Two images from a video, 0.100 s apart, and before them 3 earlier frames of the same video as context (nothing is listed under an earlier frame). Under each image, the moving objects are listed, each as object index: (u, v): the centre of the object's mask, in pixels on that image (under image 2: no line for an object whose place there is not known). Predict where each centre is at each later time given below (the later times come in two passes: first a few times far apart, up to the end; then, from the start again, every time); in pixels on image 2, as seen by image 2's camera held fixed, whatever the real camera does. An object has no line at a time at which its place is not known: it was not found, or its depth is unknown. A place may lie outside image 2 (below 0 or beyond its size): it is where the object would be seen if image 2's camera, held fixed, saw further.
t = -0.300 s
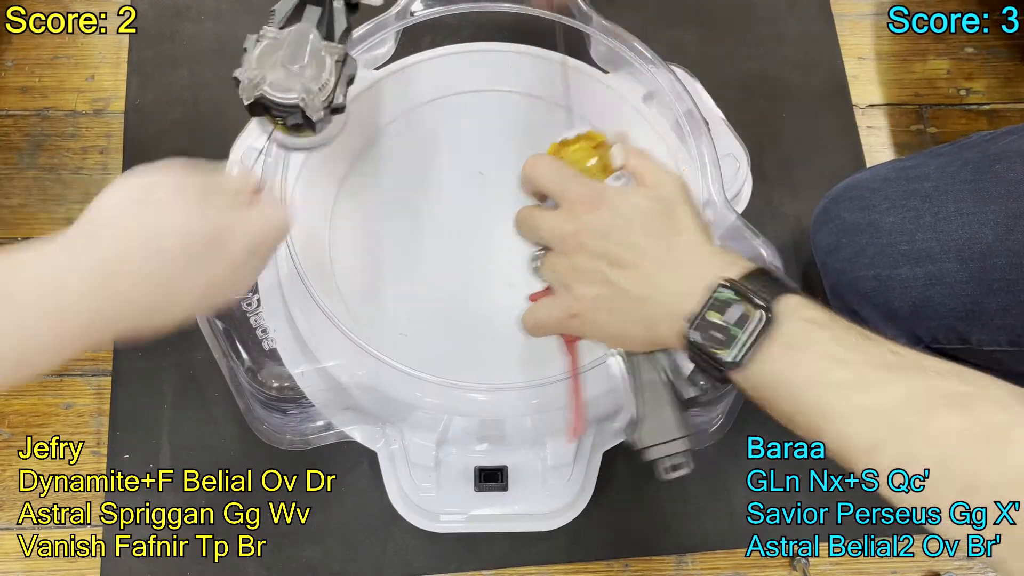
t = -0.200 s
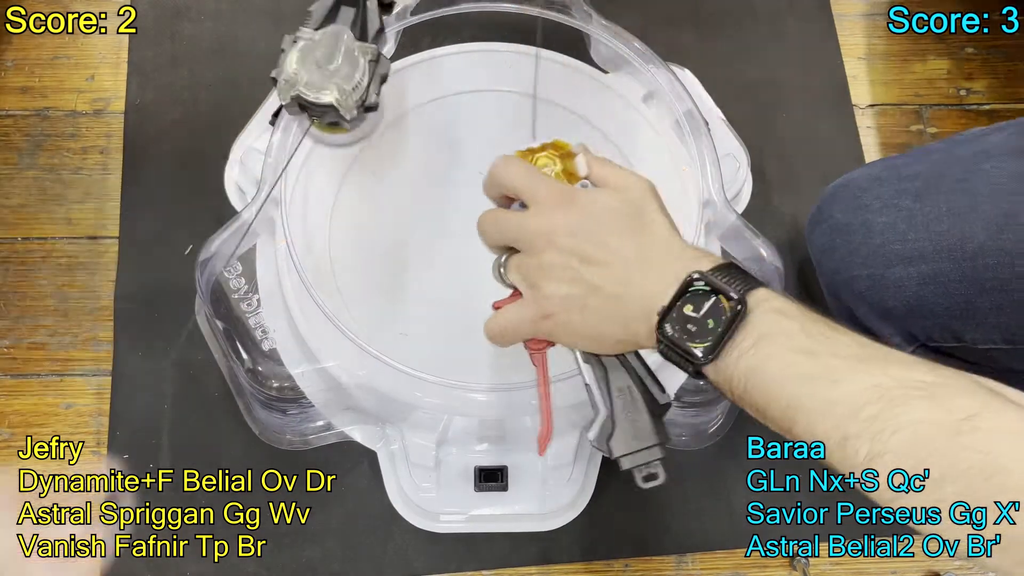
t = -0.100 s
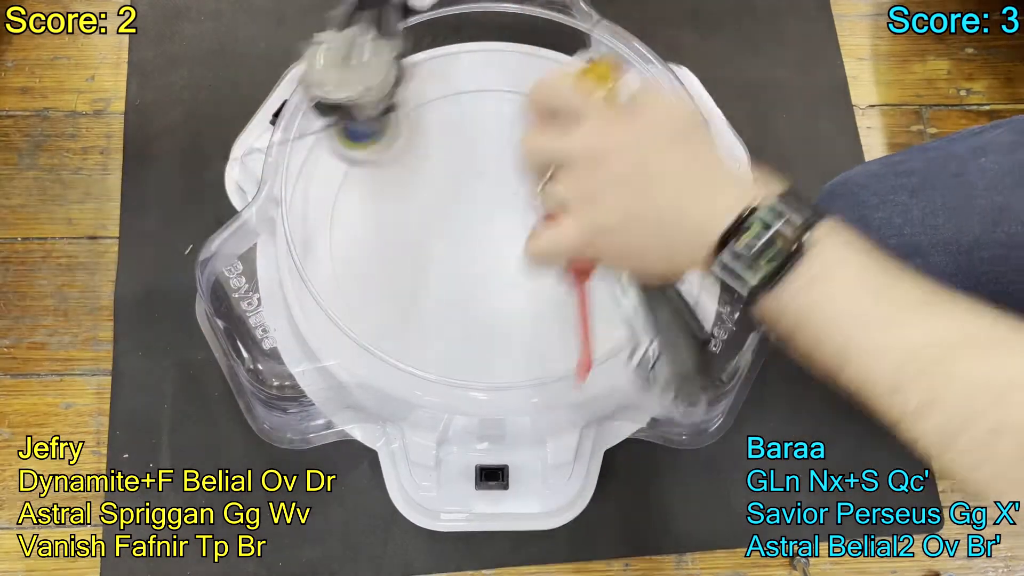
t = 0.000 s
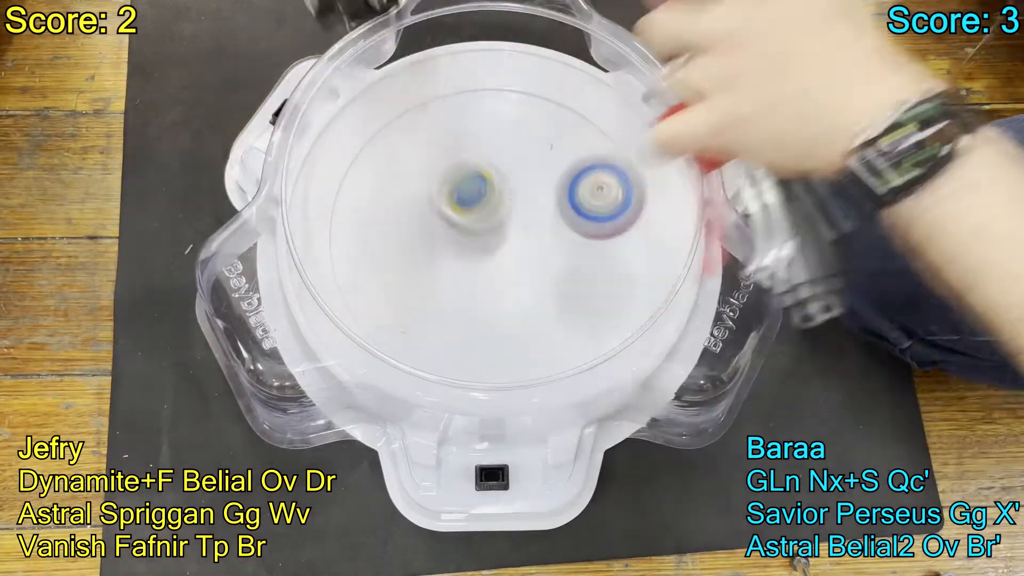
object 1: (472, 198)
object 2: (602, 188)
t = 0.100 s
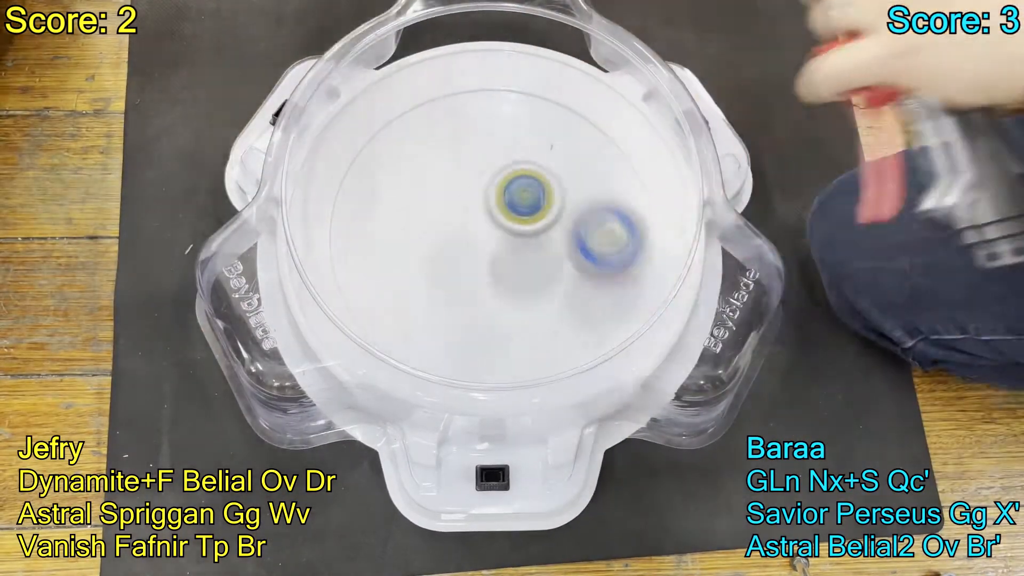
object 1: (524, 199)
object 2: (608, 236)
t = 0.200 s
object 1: (488, 222)
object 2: (582, 300)
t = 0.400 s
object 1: (465, 225)
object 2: (400, 313)
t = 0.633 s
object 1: (495, 282)
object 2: (435, 80)
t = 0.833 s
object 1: (578, 241)
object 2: (652, 187)
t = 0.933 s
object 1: (582, 187)
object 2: (663, 321)
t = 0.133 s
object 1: (513, 201)
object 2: (623, 263)
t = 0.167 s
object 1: (500, 209)
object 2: (604, 279)
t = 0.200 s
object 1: (488, 222)
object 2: (582, 300)
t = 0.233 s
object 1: (482, 219)
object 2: (555, 330)
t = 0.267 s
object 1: (479, 212)
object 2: (528, 365)
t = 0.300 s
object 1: (476, 212)
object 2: (520, 393)
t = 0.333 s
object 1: (472, 218)
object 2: (467, 357)
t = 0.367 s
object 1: (469, 220)
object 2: (431, 333)
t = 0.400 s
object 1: (465, 225)
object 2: (400, 313)
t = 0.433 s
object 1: (463, 233)
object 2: (378, 281)
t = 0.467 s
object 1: (462, 241)
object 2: (373, 234)
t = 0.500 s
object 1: (463, 250)
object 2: (368, 196)
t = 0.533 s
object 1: (467, 259)
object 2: (373, 151)
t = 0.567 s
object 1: (474, 269)
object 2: (381, 111)
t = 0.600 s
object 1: (484, 276)
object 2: (405, 94)
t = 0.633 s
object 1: (495, 282)
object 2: (435, 80)
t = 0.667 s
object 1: (511, 284)
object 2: (478, 84)
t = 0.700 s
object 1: (525, 282)
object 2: (517, 90)
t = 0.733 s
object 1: (541, 277)
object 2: (557, 100)
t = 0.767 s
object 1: (557, 268)
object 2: (607, 114)
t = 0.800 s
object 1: (568, 255)
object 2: (638, 137)
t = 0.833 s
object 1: (578, 241)
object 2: (652, 187)
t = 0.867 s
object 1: (585, 224)
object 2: (657, 225)
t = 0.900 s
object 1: (585, 206)
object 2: (668, 276)
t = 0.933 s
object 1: (582, 187)
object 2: (663, 321)
